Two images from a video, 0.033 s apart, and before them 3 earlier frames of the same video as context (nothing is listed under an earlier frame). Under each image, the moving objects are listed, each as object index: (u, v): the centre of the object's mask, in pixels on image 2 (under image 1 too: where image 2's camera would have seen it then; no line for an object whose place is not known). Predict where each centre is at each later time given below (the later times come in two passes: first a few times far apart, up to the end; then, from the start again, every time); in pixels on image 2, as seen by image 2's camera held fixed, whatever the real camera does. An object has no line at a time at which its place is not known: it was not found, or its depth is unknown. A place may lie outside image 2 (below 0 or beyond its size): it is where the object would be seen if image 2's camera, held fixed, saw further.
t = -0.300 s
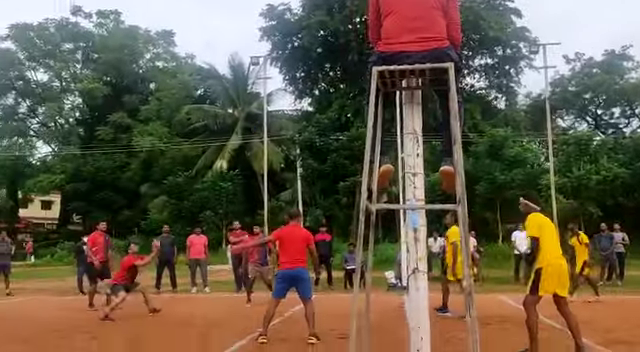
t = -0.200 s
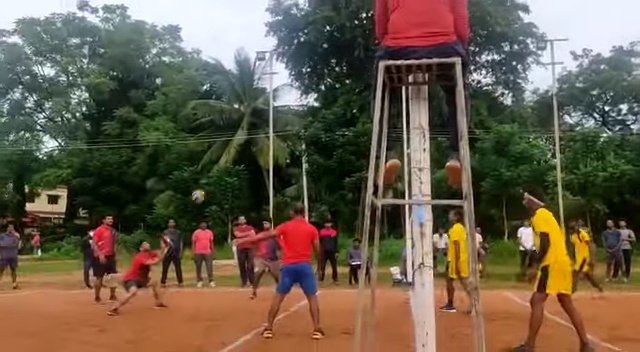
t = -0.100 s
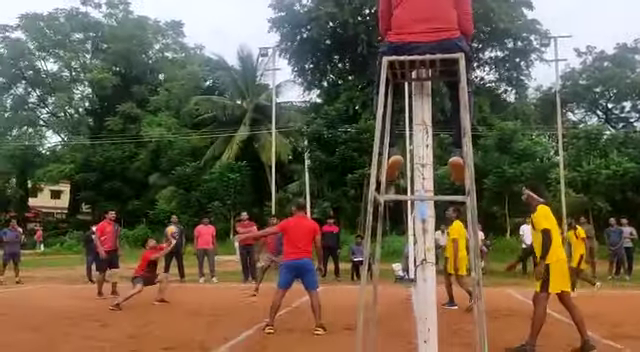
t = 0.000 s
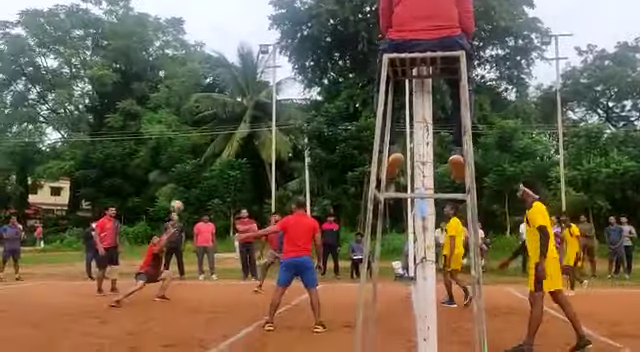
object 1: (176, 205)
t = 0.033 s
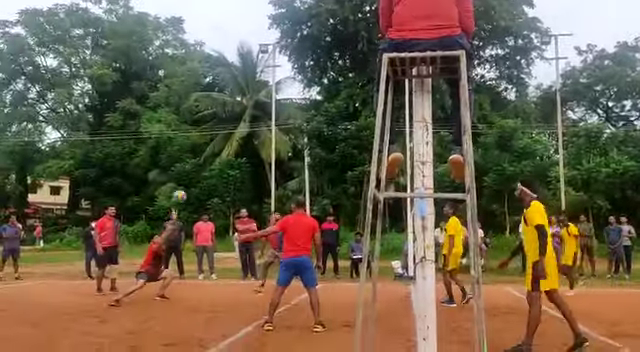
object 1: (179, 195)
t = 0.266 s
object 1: (201, 145)
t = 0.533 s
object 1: (227, 123)
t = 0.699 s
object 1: (244, 130)
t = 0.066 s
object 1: (182, 186)
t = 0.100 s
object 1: (185, 179)
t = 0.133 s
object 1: (188, 170)
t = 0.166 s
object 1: (191, 163)
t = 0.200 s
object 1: (194, 156)
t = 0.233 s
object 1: (198, 150)
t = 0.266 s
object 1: (201, 145)
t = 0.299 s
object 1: (204, 140)
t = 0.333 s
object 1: (207, 135)
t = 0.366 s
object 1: (211, 131)
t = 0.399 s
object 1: (214, 128)
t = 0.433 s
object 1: (217, 126)
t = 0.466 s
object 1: (220, 125)
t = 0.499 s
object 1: (223, 123)
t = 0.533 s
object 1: (227, 123)
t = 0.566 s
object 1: (230, 123)
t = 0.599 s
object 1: (233, 123)
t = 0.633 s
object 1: (237, 125)
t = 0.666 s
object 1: (241, 128)
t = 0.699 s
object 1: (244, 130)
